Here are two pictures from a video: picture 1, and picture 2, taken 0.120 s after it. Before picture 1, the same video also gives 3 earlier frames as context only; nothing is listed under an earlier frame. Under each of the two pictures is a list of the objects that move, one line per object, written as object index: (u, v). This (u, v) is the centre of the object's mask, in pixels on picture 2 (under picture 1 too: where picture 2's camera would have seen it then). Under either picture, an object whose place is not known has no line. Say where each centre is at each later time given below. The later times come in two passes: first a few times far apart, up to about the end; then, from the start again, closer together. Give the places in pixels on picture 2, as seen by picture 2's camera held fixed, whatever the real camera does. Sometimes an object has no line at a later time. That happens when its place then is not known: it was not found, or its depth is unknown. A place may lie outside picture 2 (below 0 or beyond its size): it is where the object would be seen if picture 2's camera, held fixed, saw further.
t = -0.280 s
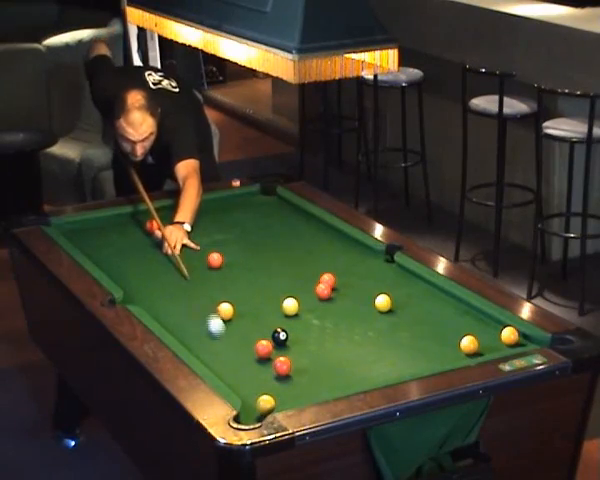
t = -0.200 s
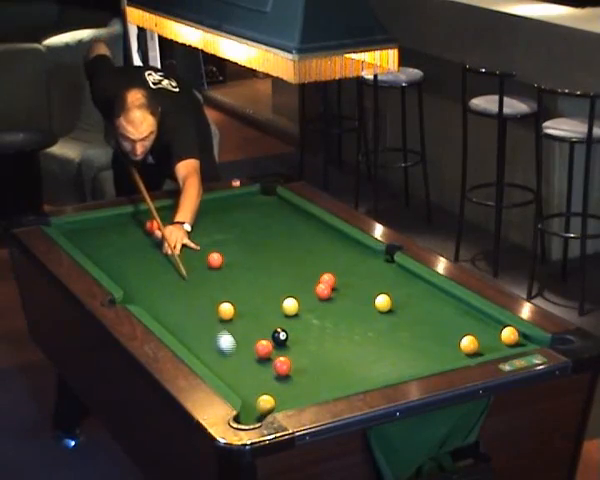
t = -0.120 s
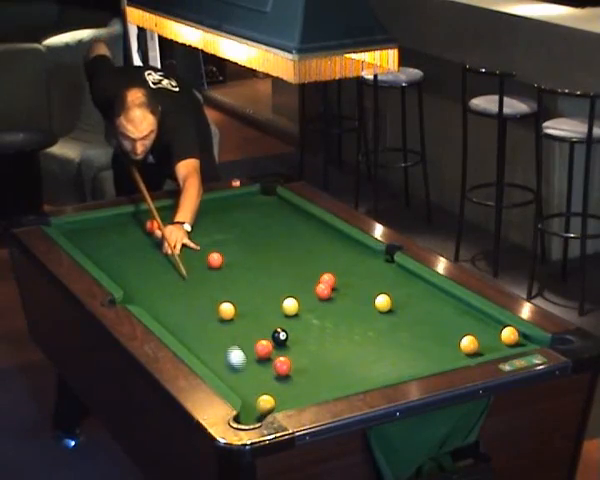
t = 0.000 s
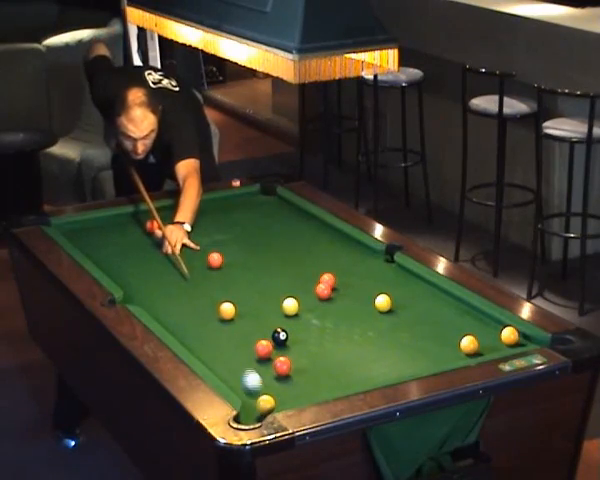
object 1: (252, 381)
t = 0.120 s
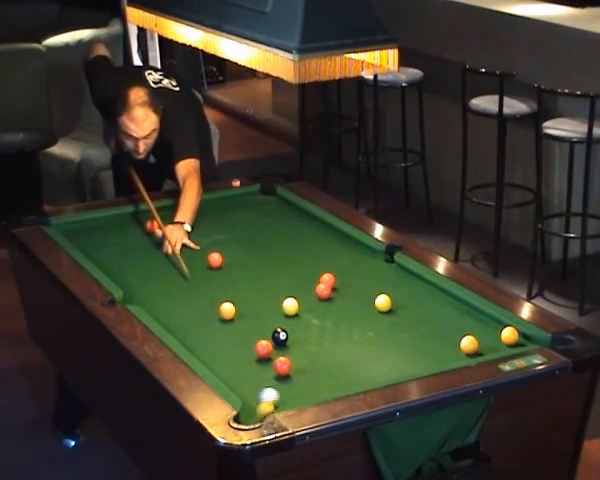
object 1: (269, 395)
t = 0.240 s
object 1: (284, 397)
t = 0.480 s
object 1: (311, 390)
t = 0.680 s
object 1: (331, 382)
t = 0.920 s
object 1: (352, 370)
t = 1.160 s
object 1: (372, 360)
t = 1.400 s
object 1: (390, 350)
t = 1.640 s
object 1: (406, 340)
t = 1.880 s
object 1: (422, 333)
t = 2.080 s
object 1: (433, 327)
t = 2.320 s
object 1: (447, 320)
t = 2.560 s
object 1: (459, 315)
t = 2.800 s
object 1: (470, 310)
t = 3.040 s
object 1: (464, 310)
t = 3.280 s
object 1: (456, 310)
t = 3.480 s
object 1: (451, 311)
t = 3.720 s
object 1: (446, 311)
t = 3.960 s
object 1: (445, 312)
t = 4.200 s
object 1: (445, 312)
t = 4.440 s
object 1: (445, 312)
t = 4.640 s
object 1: (446, 312)
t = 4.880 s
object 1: (446, 312)
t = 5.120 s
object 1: (445, 312)
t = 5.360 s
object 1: (445, 312)
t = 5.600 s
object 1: (445, 312)
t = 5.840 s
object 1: (445, 312)
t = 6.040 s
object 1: (445, 312)
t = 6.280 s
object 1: (446, 312)
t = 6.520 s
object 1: (445, 312)
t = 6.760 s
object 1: (446, 312)
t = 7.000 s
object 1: (445, 312)
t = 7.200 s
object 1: (446, 312)
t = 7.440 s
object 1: (446, 312)
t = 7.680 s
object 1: (446, 312)
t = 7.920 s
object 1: (446, 312)
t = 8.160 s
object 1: (446, 312)
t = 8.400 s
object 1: (446, 312)
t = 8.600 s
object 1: (446, 312)
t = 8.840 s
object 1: (445, 312)
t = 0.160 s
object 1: (273, 397)
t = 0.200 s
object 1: (278, 397)
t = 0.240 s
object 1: (284, 397)
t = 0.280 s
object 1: (289, 398)
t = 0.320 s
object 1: (294, 398)
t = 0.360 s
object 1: (298, 396)
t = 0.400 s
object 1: (303, 394)
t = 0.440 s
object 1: (307, 393)
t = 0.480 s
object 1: (311, 390)
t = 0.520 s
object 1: (315, 388)
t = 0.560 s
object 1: (319, 386)
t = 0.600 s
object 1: (323, 385)
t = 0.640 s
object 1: (327, 383)
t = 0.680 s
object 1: (331, 382)
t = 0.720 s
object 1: (335, 380)
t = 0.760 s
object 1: (338, 378)
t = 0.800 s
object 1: (342, 376)
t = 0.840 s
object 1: (345, 374)
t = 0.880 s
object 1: (349, 372)
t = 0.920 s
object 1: (352, 370)
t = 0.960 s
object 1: (356, 369)
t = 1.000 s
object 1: (359, 367)
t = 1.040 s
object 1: (362, 365)
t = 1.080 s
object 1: (366, 363)
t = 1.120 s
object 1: (369, 361)
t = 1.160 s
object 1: (372, 360)
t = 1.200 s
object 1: (375, 358)
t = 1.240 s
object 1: (378, 356)
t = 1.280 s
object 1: (381, 354)
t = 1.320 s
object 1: (384, 353)
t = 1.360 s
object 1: (387, 351)
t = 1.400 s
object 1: (390, 350)
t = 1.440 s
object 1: (393, 348)
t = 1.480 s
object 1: (396, 346)
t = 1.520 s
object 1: (398, 345)
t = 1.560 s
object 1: (401, 343)
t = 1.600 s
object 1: (404, 342)
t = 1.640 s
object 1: (406, 340)
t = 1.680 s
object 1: (409, 339)
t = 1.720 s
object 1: (412, 338)
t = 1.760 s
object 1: (414, 336)
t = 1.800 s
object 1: (417, 335)
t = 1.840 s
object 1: (419, 334)
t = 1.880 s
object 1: (422, 333)
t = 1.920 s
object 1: (424, 331)
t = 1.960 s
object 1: (426, 330)
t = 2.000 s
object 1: (429, 329)
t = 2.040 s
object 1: (431, 328)
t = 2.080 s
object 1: (433, 327)
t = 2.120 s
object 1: (436, 326)
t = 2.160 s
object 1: (438, 324)
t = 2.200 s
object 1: (440, 323)
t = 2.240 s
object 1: (443, 323)
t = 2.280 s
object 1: (445, 322)
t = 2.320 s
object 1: (447, 320)
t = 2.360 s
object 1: (449, 320)
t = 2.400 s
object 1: (451, 319)
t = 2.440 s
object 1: (453, 318)
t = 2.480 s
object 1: (455, 317)
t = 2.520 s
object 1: (457, 316)
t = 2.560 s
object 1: (459, 315)
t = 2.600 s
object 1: (461, 314)
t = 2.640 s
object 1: (463, 313)
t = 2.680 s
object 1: (464, 312)
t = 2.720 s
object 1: (466, 312)
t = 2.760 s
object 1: (468, 311)
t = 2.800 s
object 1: (470, 310)
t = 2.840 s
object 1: (471, 309)
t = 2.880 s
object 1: (471, 309)
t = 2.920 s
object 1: (469, 309)
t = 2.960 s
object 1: (467, 310)
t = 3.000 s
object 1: (466, 310)
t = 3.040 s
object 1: (464, 310)
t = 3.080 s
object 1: (463, 310)
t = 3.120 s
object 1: (461, 310)
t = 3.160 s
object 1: (460, 310)
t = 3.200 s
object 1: (459, 310)
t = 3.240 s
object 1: (457, 310)
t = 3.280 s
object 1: (456, 310)
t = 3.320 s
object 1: (455, 311)
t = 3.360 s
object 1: (453, 311)
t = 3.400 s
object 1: (453, 311)
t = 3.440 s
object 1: (452, 311)
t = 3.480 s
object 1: (451, 311)
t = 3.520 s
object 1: (450, 311)
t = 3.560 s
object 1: (449, 311)
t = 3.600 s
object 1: (448, 311)
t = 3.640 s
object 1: (447, 311)
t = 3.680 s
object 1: (447, 311)
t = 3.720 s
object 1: (446, 311)
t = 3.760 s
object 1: (446, 311)
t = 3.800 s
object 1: (445, 312)
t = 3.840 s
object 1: (445, 312)
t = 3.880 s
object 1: (445, 312)
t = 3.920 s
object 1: (445, 312)
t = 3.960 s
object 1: (445, 312)
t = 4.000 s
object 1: (445, 312)
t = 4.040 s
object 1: (445, 312)
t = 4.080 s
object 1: (445, 312)
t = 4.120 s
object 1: (445, 312)
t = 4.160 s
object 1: (445, 312)
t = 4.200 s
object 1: (445, 312)
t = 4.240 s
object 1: (445, 312)
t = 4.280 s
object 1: (445, 312)
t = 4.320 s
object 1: (445, 312)
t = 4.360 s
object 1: (445, 312)
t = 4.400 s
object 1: (445, 312)
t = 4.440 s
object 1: (445, 312)
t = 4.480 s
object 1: (445, 312)
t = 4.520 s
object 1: (445, 312)
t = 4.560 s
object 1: (445, 312)
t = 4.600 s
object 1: (445, 312)
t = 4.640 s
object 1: (446, 312)
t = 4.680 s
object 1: (446, 312)
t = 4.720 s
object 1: (445, 312)
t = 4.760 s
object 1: (445, 312)
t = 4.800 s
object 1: (446, 312)
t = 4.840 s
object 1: (445, 312)
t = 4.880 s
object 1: (446, 312)
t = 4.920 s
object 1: (446, 312)
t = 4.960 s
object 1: (446, 312)
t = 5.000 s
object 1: (445, 312)
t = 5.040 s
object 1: (445, 312)
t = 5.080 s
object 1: (445, 312)
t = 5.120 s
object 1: (445, 312)
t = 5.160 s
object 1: (445, 312)
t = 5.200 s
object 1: (445, 312)
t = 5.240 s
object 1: (445, 312)
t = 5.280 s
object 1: (445, 312)
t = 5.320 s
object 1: (445, 312)
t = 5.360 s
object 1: (445, 312)
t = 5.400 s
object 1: (445, 312)
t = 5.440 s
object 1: (445, 312)
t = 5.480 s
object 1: (445, 312)
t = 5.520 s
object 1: (446, 312)
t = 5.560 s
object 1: (445, 312)
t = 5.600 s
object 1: (445, 312)
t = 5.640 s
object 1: (445, 312)
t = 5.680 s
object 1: (445, 312)
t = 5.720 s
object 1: (445, 312)
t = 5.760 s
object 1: (445, 312)
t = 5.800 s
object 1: (445, 312)
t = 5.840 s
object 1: (445, 312)
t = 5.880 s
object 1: (445, 312)
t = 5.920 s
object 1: (445, 312)
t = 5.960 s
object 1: (445, 312)
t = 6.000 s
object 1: (445, 312)
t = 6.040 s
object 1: (445, 312)
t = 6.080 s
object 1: (445, 312)
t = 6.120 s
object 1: (445, 312)
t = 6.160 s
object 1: (445, 312)
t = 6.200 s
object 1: (445, 312)
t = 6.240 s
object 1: (445, 312)
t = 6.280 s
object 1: (446, 312)
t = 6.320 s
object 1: (446, 312)
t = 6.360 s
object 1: (446, 312)
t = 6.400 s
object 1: (445, 312)
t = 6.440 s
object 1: (446, 312)
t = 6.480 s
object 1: (445, 312)
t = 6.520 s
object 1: (445, 312)
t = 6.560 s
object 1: (445, 312)
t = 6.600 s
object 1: (445, 312)
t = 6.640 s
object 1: (446, 312)
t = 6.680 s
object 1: (446, 312)
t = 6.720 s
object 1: (446, 312)
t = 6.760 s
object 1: (446, 312)
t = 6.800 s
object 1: (445, 312)
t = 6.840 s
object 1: (445, 312)
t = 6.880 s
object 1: (445, 312)
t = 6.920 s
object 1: (445, 312)
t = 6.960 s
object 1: (445, 312)
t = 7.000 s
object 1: (445, 312)
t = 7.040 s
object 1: (445, 312)
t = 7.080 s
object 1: (446, 312)
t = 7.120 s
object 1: (446, 312)
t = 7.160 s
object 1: (445, 312)
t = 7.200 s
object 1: (446, 312)
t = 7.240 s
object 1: (446, 312)
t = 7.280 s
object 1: (446, 312)
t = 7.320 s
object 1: (446, 312)
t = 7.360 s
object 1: (446, 312)
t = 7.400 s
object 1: (446, 312)
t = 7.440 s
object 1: (446, 312)
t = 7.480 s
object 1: (446, 312)
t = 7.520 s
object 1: (446, 312)
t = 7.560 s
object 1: (446, 312)
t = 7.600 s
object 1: (446, 312)
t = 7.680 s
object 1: (446, 312)
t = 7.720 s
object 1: (446, 312)
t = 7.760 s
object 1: (446, 312)
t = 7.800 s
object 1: (446, 312)
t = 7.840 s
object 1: (446, 312)
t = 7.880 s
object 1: (446, 312)
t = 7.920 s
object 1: (446, 312)
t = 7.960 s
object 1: (446, 312)
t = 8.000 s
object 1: (446, 312)
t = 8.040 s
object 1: (446, 312)
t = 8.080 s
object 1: (446, 312)
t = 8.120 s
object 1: (446, 312)
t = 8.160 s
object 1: (446, 312)
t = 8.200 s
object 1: (445, 312)
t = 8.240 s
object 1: (445, 312)
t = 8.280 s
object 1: (445, 312)
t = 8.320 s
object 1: (446, 312)
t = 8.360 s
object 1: (446, 312)
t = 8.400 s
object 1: (446, 312)
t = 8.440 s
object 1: (446, 312)
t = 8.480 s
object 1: (446, 312)
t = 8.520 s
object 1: (445, 312)
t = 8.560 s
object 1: (446, 312)
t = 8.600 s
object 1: (446, 312)
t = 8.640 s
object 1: (445, 312)
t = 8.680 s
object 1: (445, 312)
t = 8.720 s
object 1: (445, 312)
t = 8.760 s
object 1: (445, 312)
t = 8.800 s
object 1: (445, 312)
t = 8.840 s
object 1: (445, 312)
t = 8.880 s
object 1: (445, 312)
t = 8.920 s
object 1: (445, 312)
